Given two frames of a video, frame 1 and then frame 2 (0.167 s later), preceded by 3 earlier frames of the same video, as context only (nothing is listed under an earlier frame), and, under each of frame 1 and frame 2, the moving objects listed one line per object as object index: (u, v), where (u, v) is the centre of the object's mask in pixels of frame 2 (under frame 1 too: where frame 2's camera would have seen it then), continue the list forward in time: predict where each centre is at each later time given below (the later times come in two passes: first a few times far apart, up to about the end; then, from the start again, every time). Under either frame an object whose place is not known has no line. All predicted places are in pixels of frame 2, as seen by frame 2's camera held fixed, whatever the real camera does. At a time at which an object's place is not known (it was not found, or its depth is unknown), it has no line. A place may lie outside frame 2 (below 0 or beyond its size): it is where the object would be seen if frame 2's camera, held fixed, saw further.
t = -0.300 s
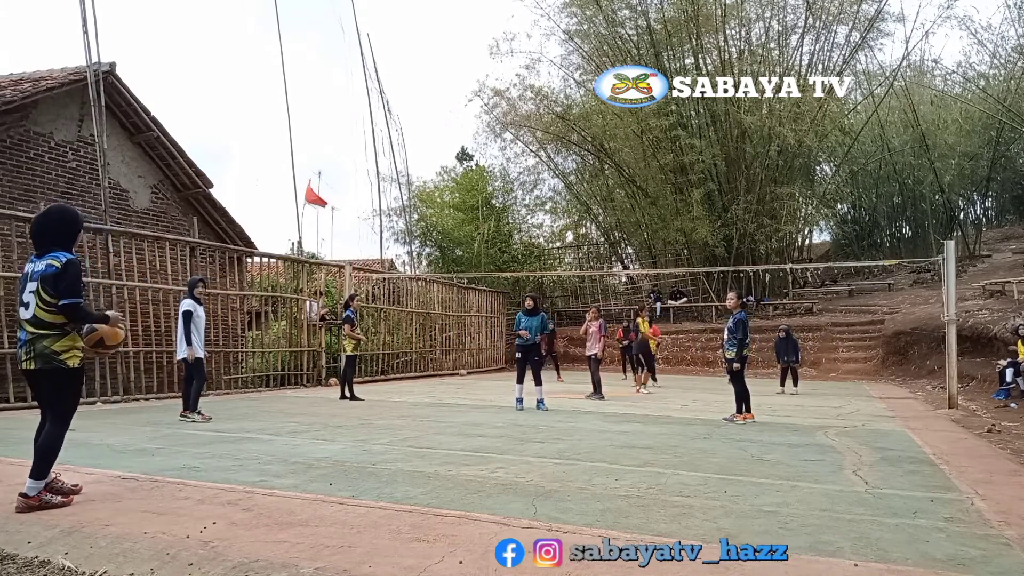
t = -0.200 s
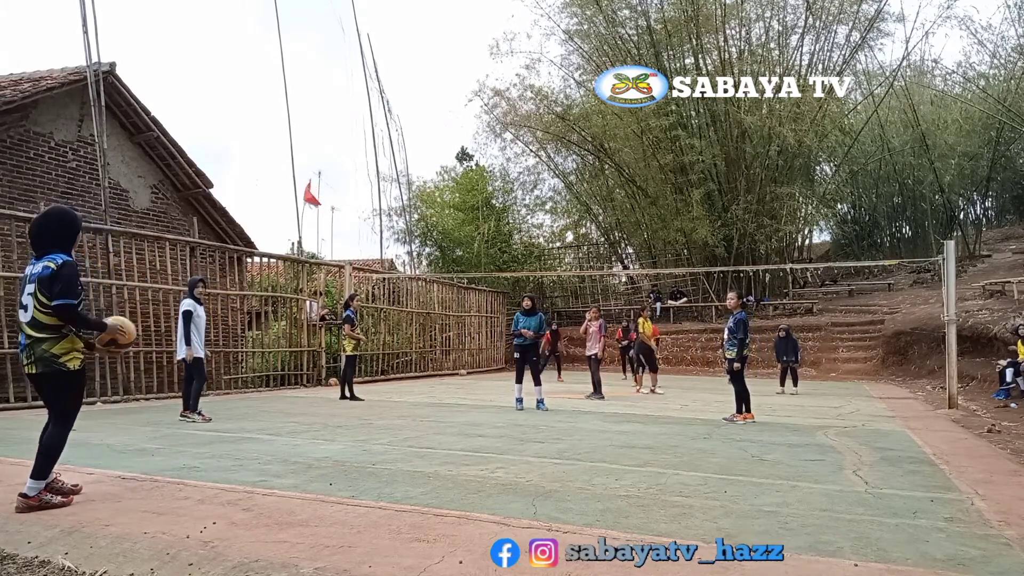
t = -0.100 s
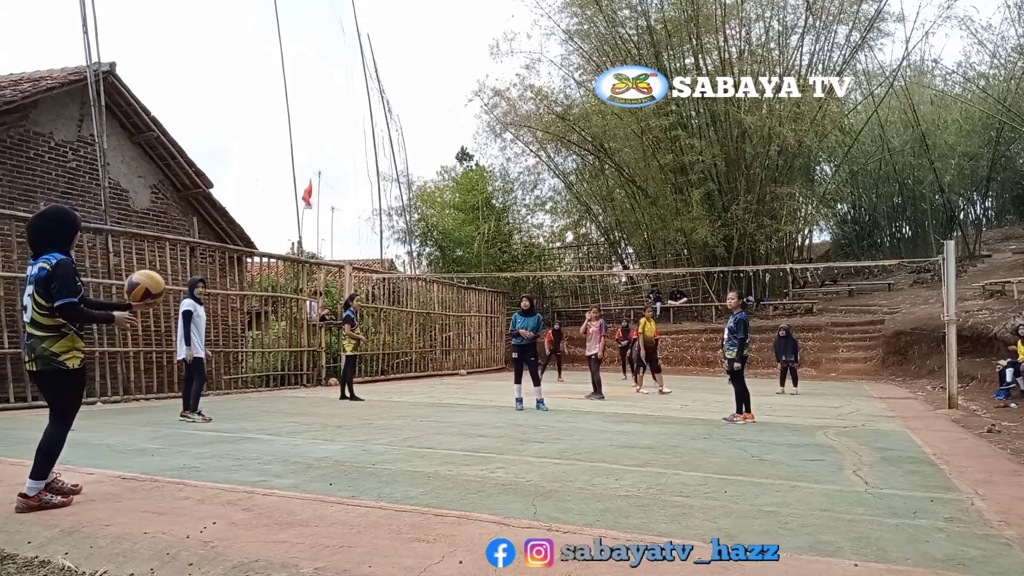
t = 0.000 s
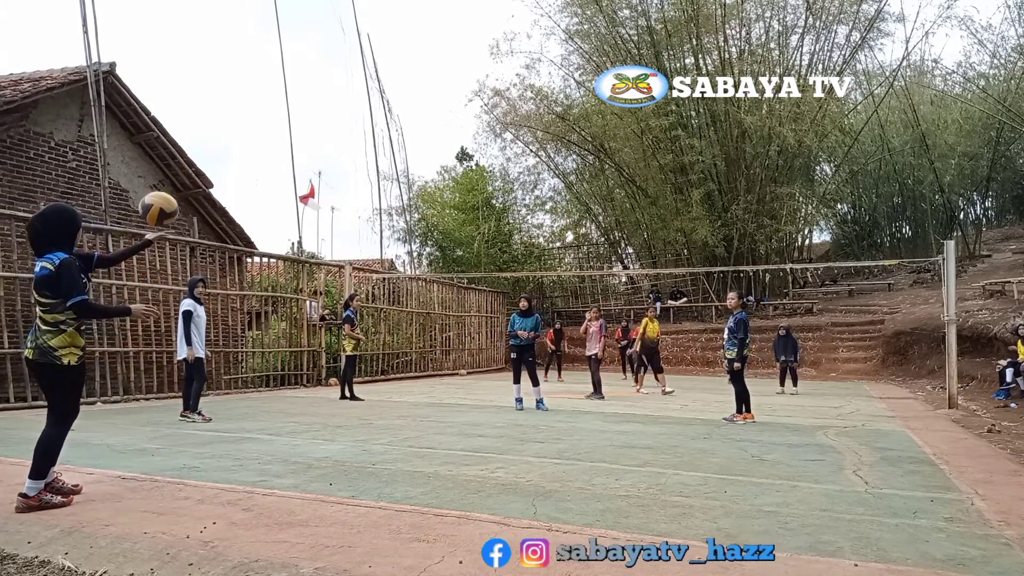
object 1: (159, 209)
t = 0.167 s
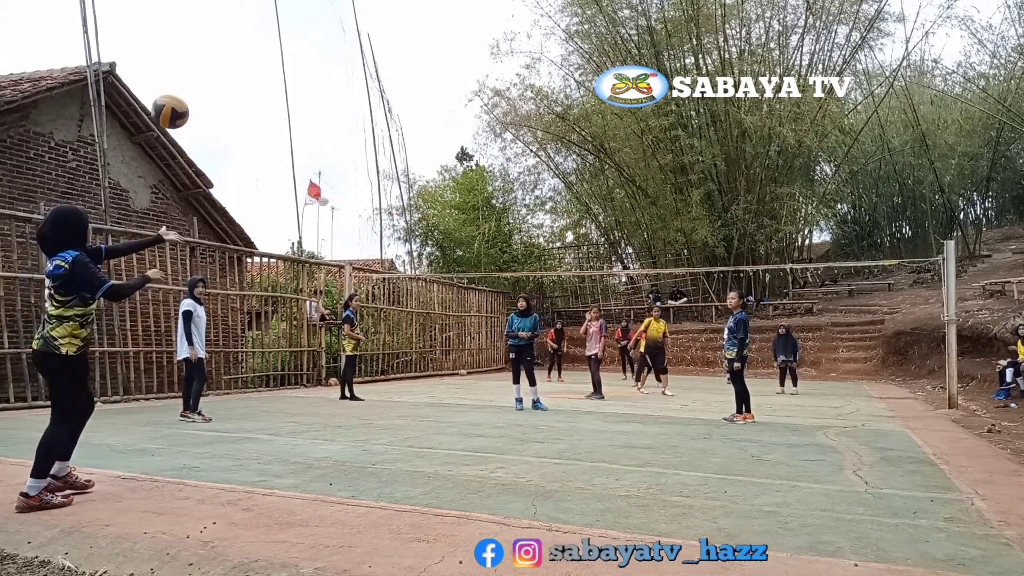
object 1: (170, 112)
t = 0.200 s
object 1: (172, 98)
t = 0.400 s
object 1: (181, 53)
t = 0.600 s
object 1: (186, 70)
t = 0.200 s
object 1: (172, 98)
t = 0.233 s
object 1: (174, 86)
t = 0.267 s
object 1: (175, 76)
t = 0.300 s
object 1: (177, 67)
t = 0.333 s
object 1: (178, 61)
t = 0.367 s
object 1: (180, 56)
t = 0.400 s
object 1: (181, 53)
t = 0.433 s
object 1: (182, 51)
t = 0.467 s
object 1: (183, 52)
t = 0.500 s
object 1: (184, 54)
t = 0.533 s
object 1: (185, 57)
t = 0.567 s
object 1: (185, 63)
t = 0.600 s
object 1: (186, 70)
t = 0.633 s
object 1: (187, 79)
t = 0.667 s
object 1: (187, 90)
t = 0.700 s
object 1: (187, 103)
